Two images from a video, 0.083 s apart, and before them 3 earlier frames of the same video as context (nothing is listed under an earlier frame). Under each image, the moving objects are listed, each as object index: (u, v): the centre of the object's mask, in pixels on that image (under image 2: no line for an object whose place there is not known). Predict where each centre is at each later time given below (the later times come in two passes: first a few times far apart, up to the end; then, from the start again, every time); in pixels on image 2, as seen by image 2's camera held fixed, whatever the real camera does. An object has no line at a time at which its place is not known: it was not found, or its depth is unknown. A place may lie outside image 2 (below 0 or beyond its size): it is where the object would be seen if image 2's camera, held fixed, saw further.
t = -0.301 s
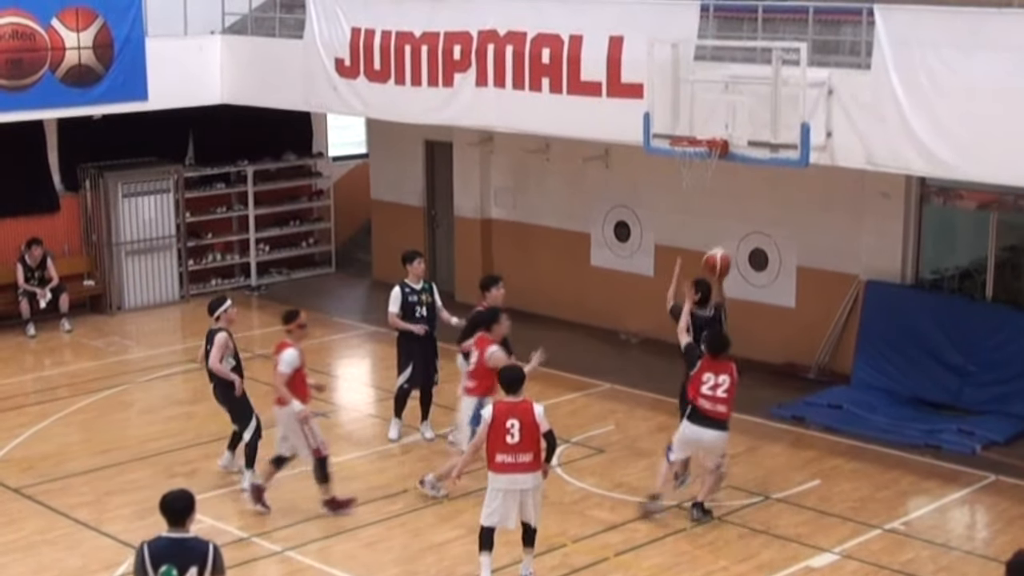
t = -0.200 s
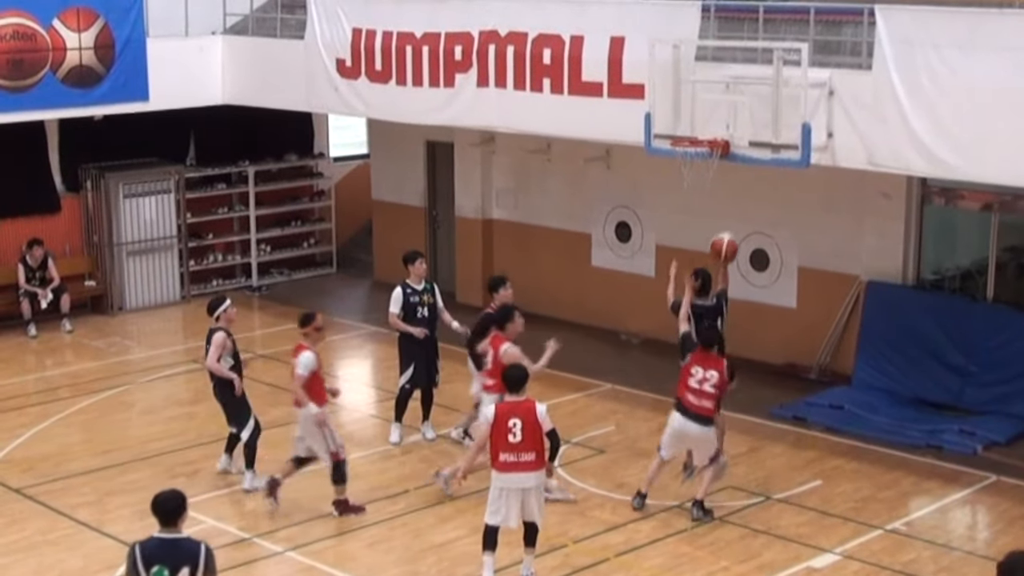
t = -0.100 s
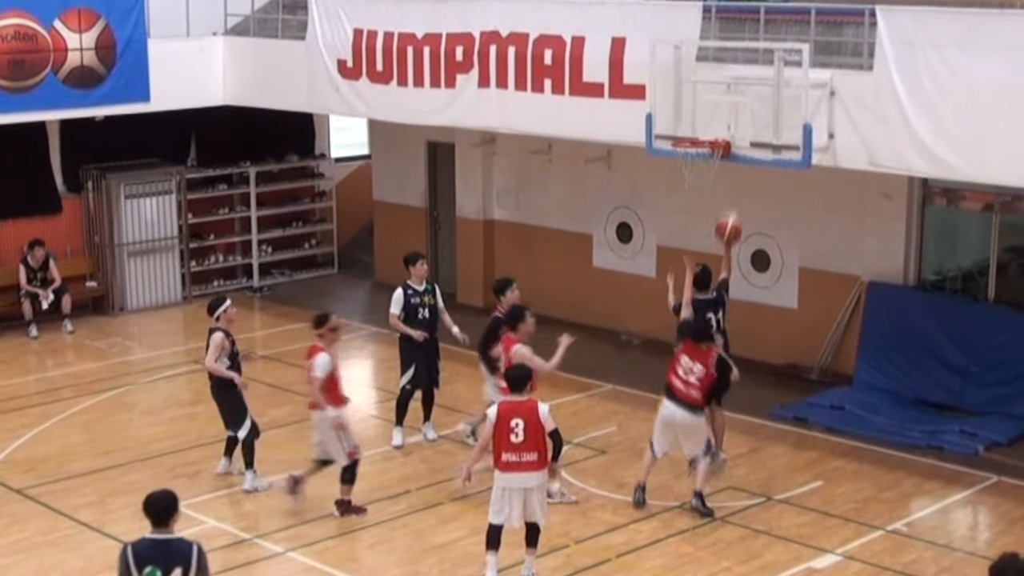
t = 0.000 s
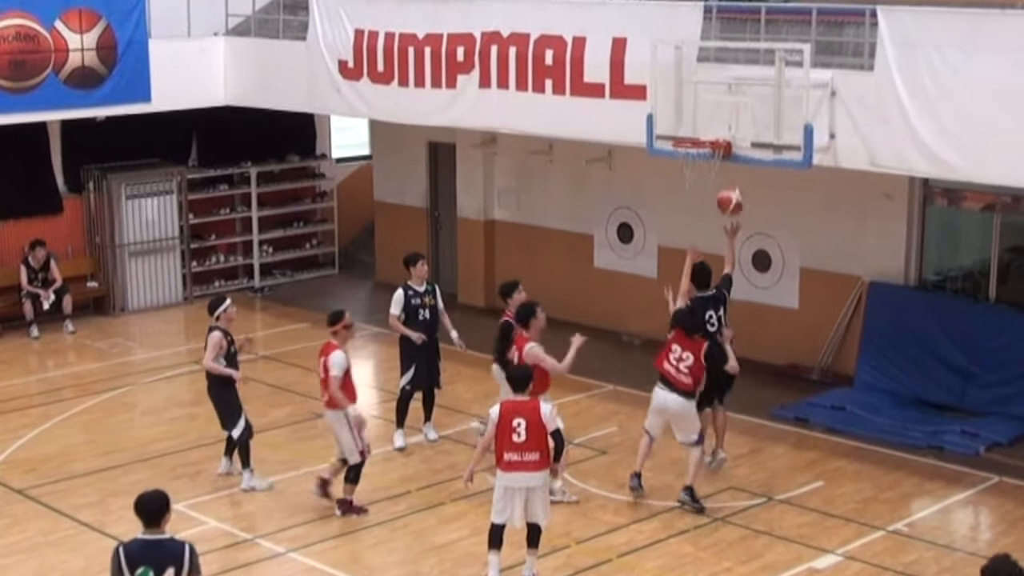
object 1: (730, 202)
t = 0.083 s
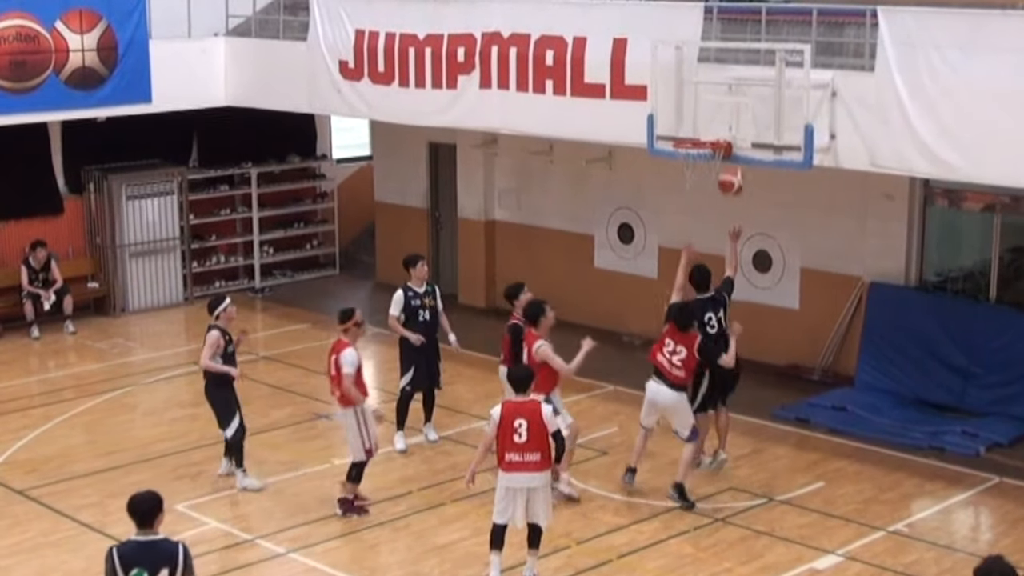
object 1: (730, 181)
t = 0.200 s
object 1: (730, 158)
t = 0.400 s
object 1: (732, 131)
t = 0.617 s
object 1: (725, 123)
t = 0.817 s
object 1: (706, 135)
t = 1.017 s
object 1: (685, 165)
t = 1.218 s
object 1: (682, 173)
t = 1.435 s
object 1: (687, 189)
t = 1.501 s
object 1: (689, 197)
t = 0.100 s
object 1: (730, 178)
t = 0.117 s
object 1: (730, 175)
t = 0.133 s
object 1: (730, 171)
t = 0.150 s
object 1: (730, 167)
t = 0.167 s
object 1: (731, 164)
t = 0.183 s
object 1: (731, 160)
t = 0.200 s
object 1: (730, 158)
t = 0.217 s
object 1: (731, 154)
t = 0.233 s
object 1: (731, 153)
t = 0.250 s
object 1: (731, 150)
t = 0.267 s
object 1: (731, 147)
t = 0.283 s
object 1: (732, 145)
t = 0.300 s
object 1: (731, 143)
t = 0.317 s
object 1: (731, 142)
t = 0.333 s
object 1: (731, 140)
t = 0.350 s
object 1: (732, 136)
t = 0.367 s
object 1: (732, 134)
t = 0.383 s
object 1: (732, 132)
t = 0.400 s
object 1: (732, 131)
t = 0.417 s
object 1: (732, 130)
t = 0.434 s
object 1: (732, 128)
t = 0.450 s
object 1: (732, 127)
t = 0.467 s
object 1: (732, 126)
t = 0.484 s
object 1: (732, 125)
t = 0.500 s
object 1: (732, 124)
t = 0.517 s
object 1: (732, 123)
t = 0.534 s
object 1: (731, 123)
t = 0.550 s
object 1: (731, 123)
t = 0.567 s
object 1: (730, 123)
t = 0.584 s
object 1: (728, 122)
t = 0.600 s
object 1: (727, 123)
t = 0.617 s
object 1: (725, 123)
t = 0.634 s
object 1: (723, 124)
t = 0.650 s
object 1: (722, 125)
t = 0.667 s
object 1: (720, 126)
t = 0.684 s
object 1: (718, 127)
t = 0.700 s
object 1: (717, 128)
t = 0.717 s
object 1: (714, 129)
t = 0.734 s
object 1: (713, 130)
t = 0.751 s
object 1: (711, 131)
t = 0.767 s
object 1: (709, 132)
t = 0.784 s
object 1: (708, 134)
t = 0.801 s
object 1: (706, 135)
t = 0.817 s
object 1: (706, 135)
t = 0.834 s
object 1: (703, 136)
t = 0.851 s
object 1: (702, 137)
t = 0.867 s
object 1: (699, 144)
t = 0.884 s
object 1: (696, 146)
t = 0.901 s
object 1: (694, 147)
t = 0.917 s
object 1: (691, 151)
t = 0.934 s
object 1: (691, 154)
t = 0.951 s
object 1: (690, 156)
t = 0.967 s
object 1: (689, 160)
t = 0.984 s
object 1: (688, 160)
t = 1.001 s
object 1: (686, 163)
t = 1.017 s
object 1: (685, 165)
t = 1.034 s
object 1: (684, 166)
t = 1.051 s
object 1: (684, 166)
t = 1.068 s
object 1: (683, 167)
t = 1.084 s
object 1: (683, 168)
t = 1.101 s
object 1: (682, 168)
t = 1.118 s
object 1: (682, 169)
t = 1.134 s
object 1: (682, 170)
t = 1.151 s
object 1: (682, 170)
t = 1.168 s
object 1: (682, 170)
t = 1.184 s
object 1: (682, 171)
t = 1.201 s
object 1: (682, 172)
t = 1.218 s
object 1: (682, 173)
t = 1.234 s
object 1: (682, 174)
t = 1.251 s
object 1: (683, 175)
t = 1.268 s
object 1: (683, 175)
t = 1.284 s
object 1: (683, 175)
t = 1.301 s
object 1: (684, 177)
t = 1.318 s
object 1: (684, 178)
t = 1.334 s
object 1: (683, 179)
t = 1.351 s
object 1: (684, 180)
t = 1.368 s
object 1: (685, 182)
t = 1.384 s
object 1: (686, 183)
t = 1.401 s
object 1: (686, 185)
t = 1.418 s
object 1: (687, 187)
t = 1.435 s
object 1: (687, 189)
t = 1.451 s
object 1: (687, 191)
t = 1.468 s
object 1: (688, 193)
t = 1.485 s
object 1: (689, 195)
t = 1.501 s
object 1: (689, 197)
